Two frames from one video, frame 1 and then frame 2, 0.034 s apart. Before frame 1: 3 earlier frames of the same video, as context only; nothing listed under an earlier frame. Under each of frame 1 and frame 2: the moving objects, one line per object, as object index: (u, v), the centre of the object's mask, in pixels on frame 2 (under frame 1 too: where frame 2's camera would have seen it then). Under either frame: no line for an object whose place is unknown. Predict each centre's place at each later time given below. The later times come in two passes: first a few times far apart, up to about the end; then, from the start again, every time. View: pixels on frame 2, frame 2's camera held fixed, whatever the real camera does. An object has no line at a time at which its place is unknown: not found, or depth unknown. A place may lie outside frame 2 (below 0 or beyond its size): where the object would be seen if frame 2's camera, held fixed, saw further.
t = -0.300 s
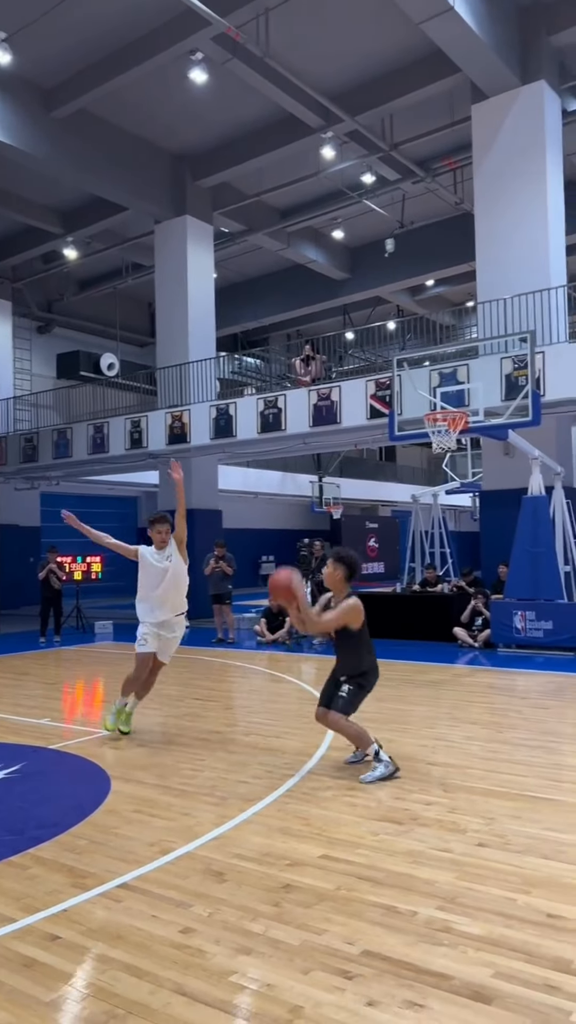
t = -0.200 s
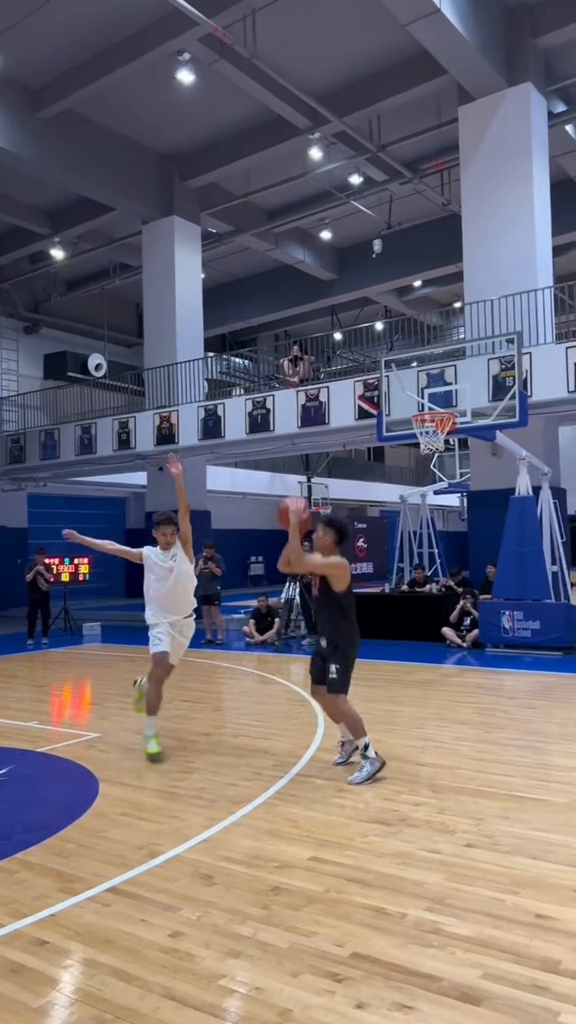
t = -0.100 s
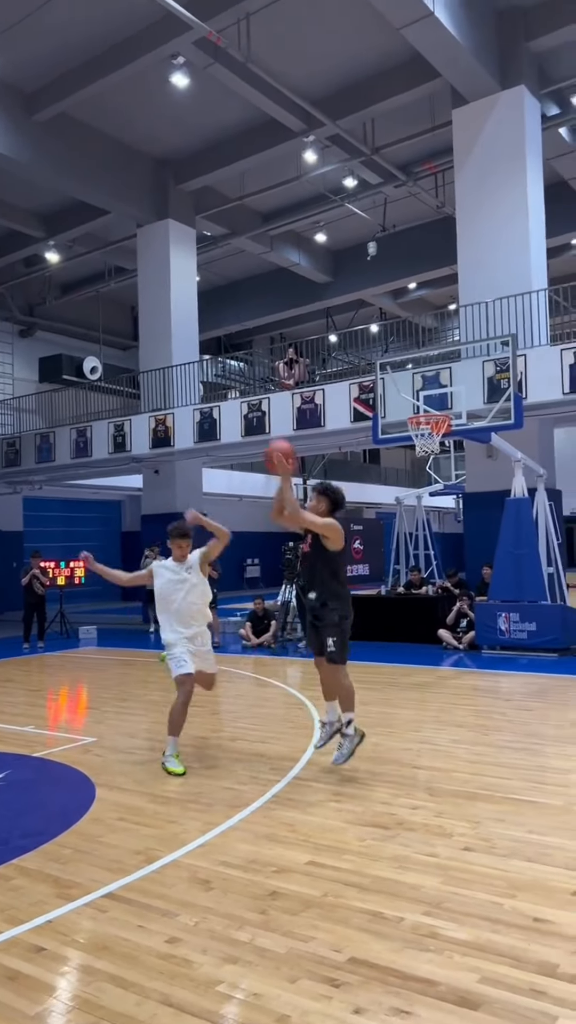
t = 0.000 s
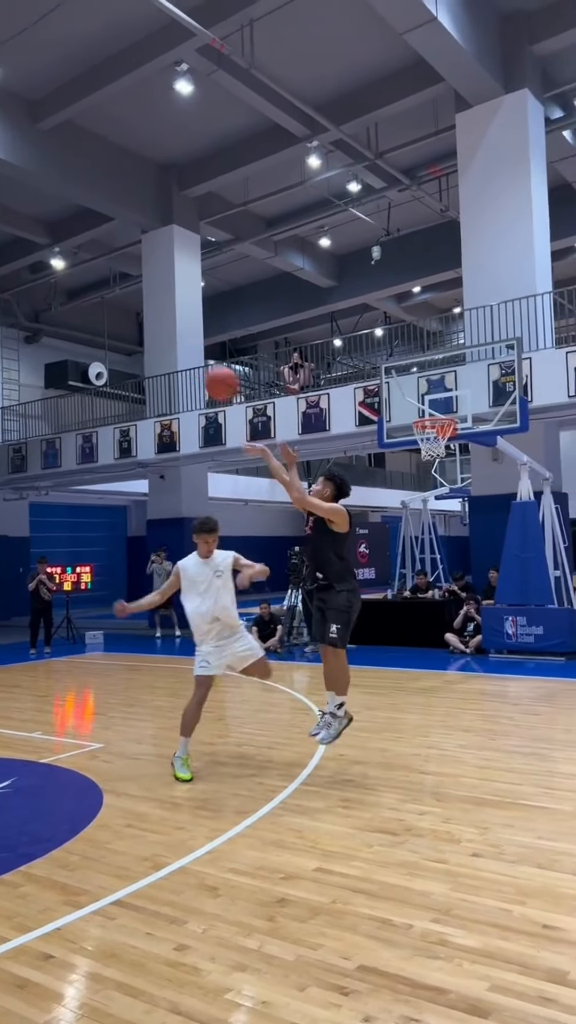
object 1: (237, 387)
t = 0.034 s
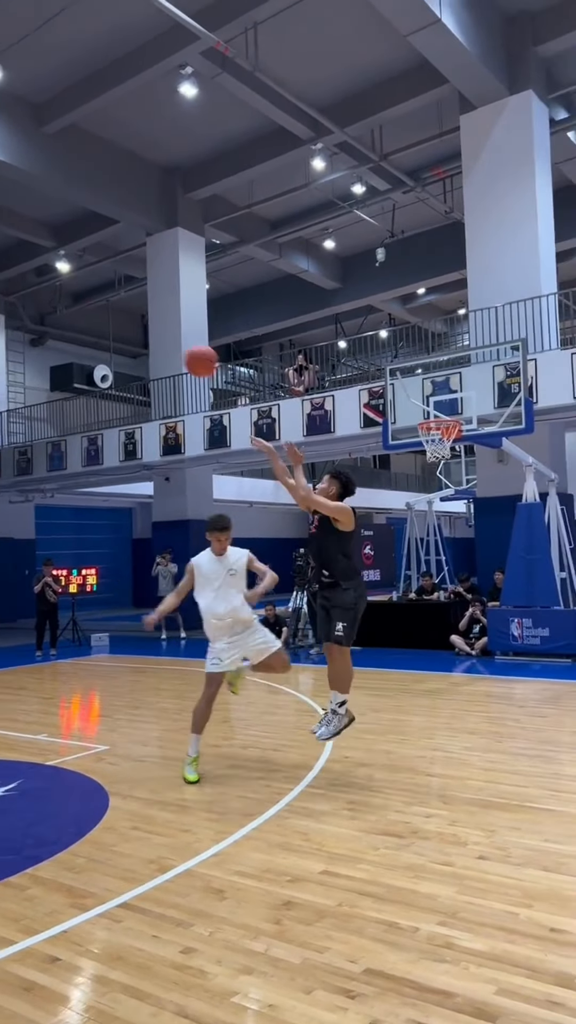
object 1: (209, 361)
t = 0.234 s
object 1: (70, 255)
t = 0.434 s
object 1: (-48, 205)
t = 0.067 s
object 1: (184, 338)
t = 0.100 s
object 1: (160, 318)
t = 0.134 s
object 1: (136, 298)
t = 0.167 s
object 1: (115, 283)
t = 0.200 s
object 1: (93, 269)
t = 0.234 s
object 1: (70, 255)
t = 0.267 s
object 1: (49, 242)
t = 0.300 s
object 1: (29, 233)
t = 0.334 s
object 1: (10, 221)
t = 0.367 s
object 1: (-11, 216)
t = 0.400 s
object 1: (-31, 210)
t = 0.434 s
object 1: (-48, 205)
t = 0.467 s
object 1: (-67, 203)
